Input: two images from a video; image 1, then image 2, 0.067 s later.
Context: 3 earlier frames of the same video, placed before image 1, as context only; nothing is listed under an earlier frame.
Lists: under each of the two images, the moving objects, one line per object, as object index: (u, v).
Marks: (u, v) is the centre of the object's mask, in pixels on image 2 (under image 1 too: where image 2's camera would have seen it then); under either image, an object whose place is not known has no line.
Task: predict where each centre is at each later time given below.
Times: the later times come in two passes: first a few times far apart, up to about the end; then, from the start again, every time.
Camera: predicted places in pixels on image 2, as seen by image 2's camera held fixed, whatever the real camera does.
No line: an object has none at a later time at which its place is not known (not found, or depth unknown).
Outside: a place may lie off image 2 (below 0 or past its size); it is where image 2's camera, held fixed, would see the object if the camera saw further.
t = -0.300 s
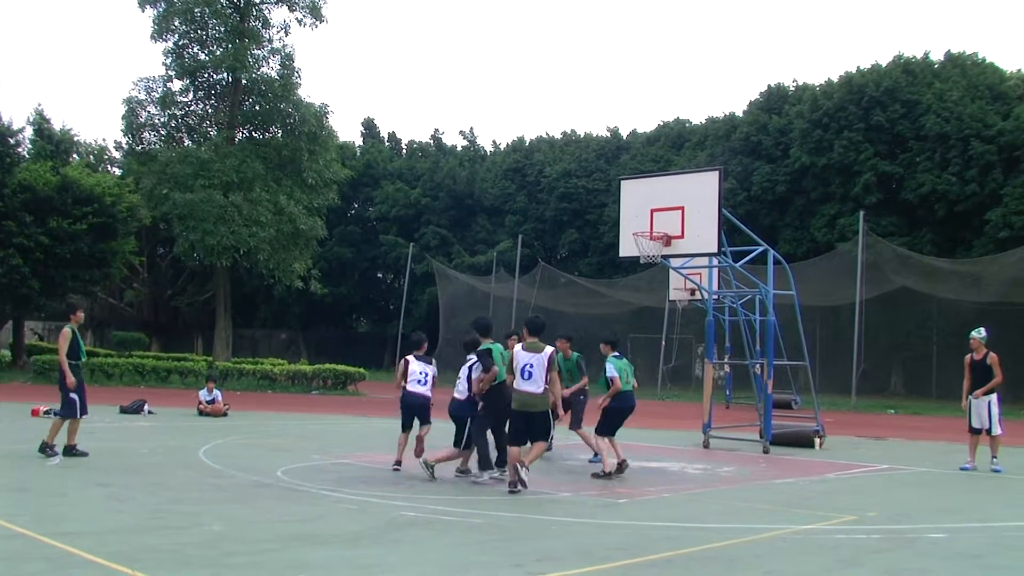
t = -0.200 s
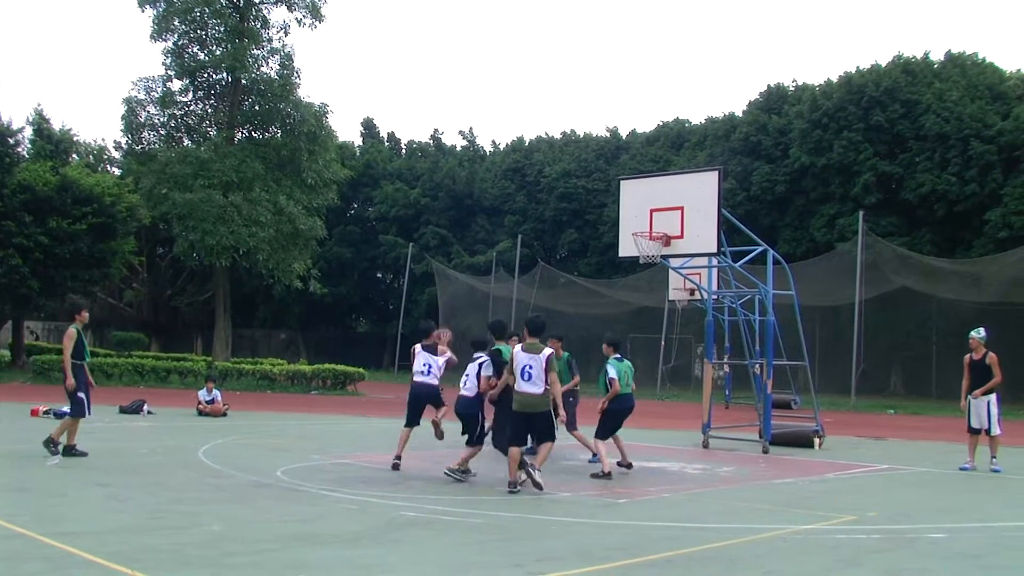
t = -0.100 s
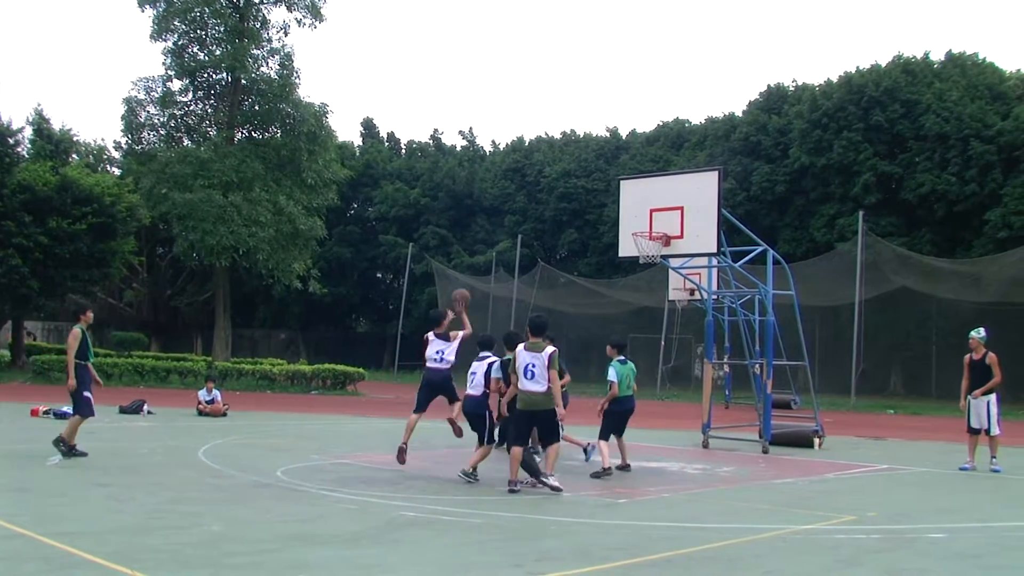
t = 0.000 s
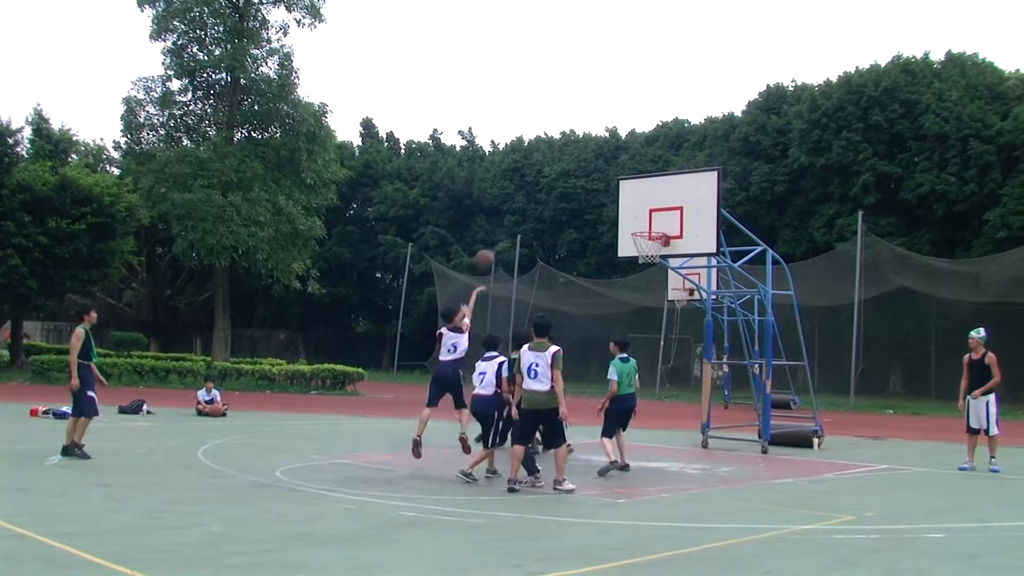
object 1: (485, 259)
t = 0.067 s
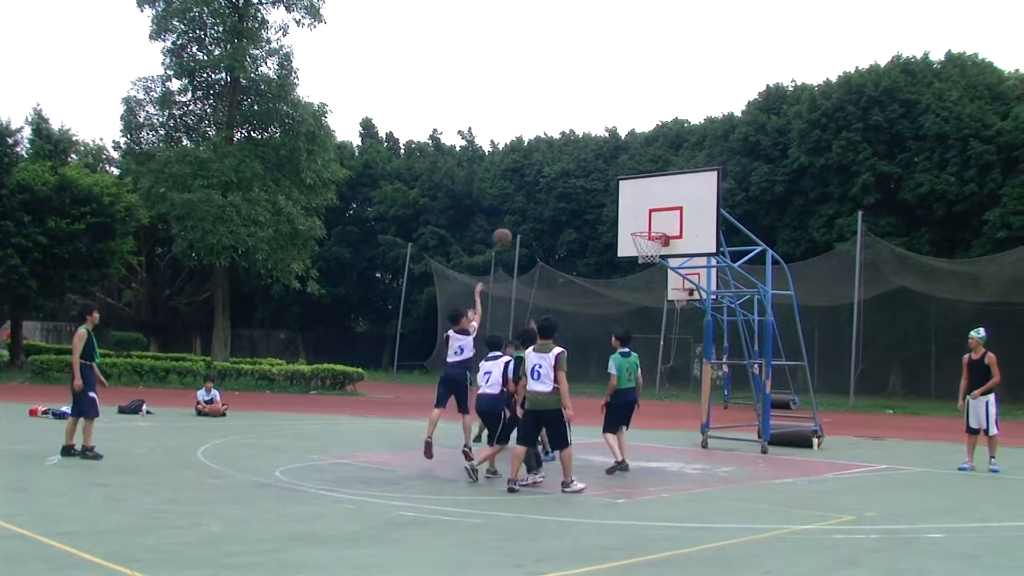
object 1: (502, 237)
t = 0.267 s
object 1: (553, 195)
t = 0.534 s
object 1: (615, 189)
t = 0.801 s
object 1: (665, 222)
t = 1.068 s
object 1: (660, 197)
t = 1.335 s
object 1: (648, 219)
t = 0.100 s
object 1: (511, 229)
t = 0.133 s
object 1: (519, 221)
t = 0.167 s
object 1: (528, 212)
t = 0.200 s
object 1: (536, 206)
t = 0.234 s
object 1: (545, 199)
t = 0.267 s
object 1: (553, 195)
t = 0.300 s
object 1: (561, 193)
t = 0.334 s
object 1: (568, 189)
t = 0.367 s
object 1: (576, 188)
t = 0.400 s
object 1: (584, 187)
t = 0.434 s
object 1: (592, 186)
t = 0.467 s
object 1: (599, 186)
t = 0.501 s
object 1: (608, 188)
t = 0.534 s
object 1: (615, 189)
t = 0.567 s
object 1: (622, 192)
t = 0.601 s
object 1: (629, 196)
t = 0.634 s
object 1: (636, 200)
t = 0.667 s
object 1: (643, 205)
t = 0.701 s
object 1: (650, 211)
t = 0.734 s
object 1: (657, 218)
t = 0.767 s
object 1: (663, 225)
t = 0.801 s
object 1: (665, 222)
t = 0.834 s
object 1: (665, 215)
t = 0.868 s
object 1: (666, 211)
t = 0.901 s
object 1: (666, 207)
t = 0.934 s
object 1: (666, 203)
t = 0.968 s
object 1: (665, 201)
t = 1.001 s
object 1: (663, 199)
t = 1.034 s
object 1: (662, 197)
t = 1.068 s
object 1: (660, 197)
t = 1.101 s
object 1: (659, 197)
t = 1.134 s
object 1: (657, 197)
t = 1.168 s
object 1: (655, 199)
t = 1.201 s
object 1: (654, 201)
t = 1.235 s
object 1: (652, 204)
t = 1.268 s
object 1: (651, 208)
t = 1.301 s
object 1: (649, 213)
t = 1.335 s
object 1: (648, 219)
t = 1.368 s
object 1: (646, 225)
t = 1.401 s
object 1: (645, 232)
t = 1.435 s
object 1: (642, 240)
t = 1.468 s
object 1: (642, 249)
